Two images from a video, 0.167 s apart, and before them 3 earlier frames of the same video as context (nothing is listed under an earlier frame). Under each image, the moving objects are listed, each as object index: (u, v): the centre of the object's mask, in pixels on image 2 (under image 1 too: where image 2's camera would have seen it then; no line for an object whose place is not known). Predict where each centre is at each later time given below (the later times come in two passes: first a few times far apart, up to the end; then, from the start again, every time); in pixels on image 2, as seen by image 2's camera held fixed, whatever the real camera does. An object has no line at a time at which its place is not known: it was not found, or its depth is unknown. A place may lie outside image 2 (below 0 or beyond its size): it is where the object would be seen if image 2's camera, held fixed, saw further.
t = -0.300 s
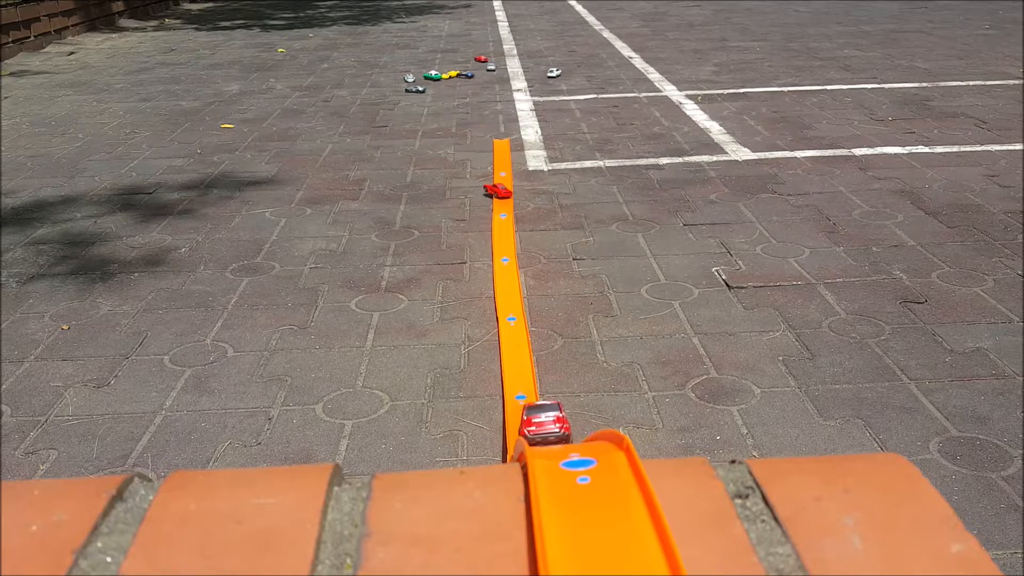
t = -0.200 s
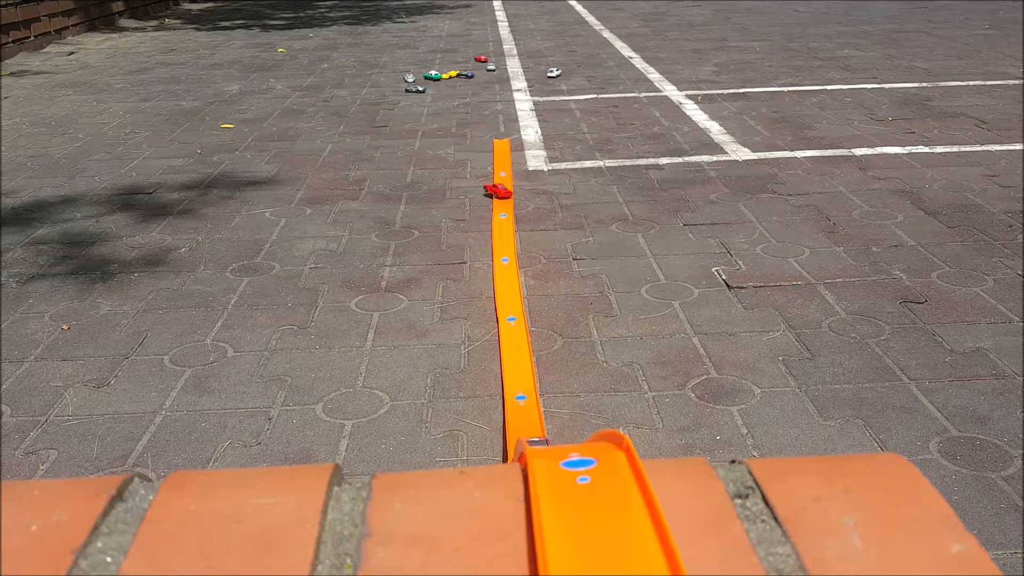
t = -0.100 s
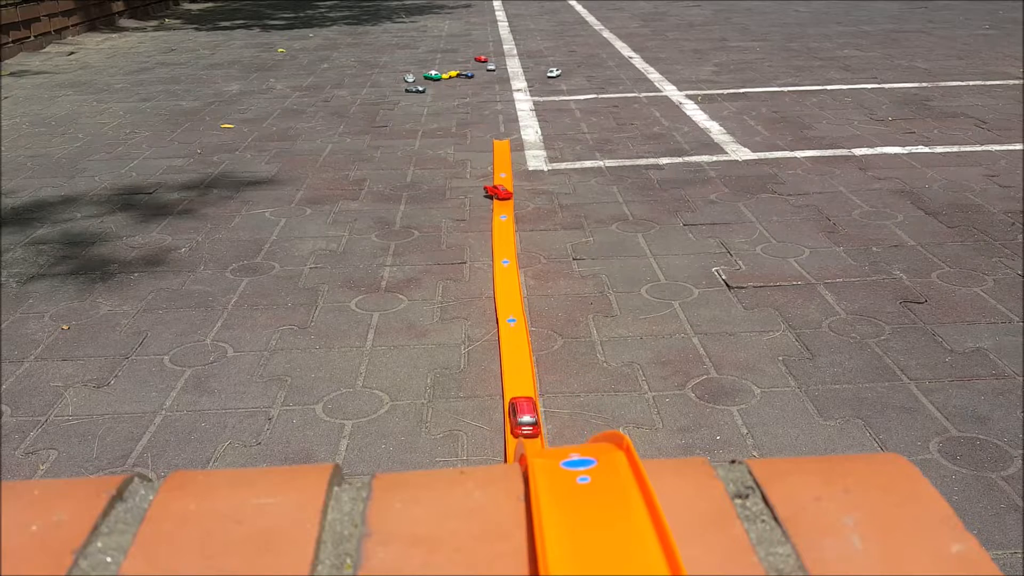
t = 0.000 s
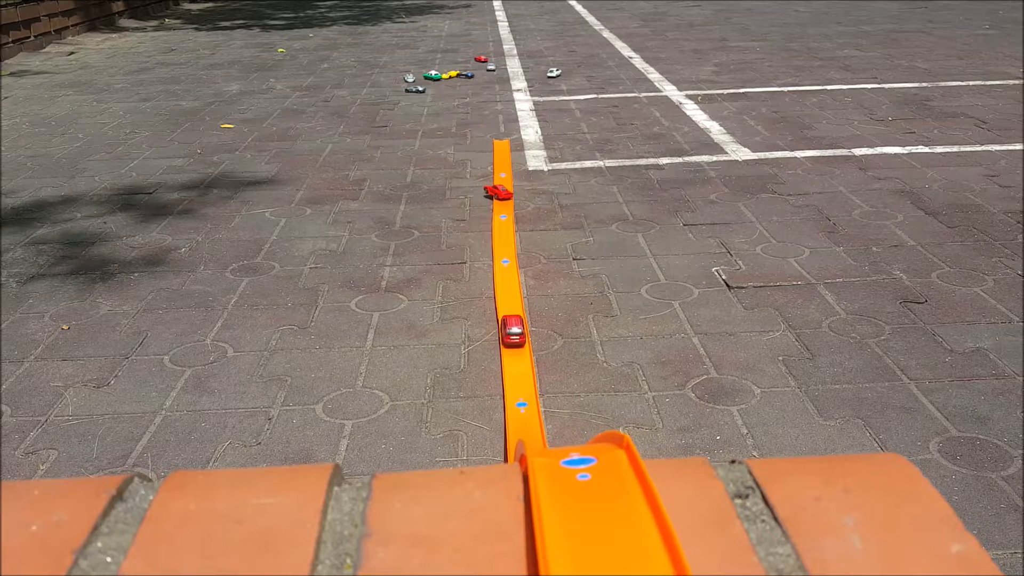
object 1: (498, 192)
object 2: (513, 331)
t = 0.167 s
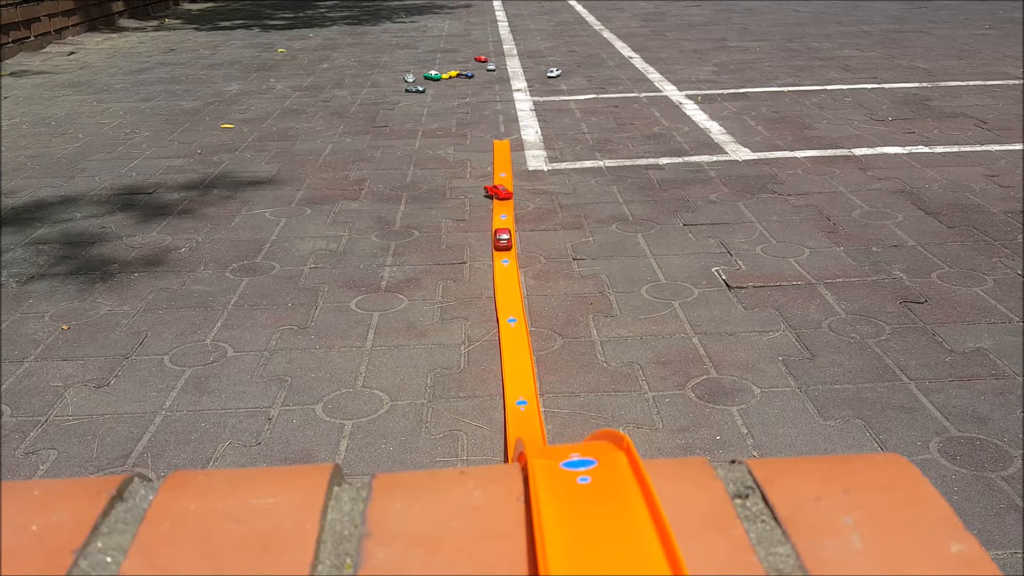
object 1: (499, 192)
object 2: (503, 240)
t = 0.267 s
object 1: (498, 191)
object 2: (502, 203)
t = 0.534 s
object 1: (494, 151)
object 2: (502, 163)
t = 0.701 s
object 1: (492, 136)
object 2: (500, 145)
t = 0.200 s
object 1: (498, 192)
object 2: (502, 226)
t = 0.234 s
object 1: (498, 193)
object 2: (501, 213)
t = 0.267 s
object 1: (498, 191)
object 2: (502, 203)
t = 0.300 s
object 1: (496, 182)
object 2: (502, 196)
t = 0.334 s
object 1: (495, 177)
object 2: (503, 191)
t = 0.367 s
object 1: (494, 173)
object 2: (503, 185)
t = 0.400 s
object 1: (493, 167)
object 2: (504, 180)
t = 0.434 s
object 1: (494, 163)
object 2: (504, 176)
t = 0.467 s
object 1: (494, 159)
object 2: (503, 171)
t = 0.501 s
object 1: (494, 155)
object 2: (503, 167)
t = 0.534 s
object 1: (494, 151)
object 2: (502, 163)
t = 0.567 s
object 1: (494, 147)
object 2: (502, 158)
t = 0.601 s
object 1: (493, 144)
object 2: (502, 155)
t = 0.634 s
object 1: (492, 142)
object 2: (501, 151)
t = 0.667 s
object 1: (492, 139)
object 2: (501, 148)
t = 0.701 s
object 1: (492, 136)
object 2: (500, 145)
